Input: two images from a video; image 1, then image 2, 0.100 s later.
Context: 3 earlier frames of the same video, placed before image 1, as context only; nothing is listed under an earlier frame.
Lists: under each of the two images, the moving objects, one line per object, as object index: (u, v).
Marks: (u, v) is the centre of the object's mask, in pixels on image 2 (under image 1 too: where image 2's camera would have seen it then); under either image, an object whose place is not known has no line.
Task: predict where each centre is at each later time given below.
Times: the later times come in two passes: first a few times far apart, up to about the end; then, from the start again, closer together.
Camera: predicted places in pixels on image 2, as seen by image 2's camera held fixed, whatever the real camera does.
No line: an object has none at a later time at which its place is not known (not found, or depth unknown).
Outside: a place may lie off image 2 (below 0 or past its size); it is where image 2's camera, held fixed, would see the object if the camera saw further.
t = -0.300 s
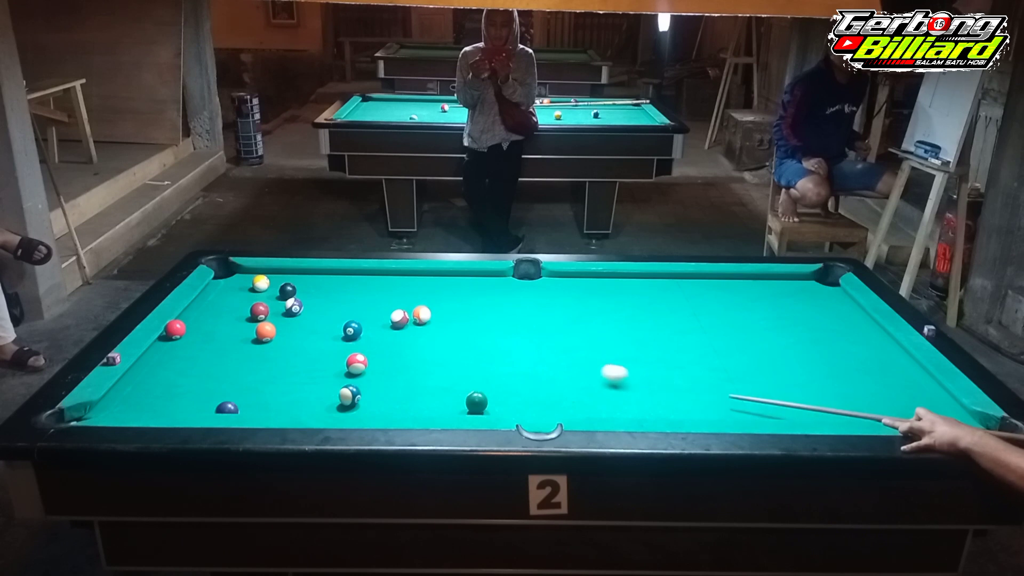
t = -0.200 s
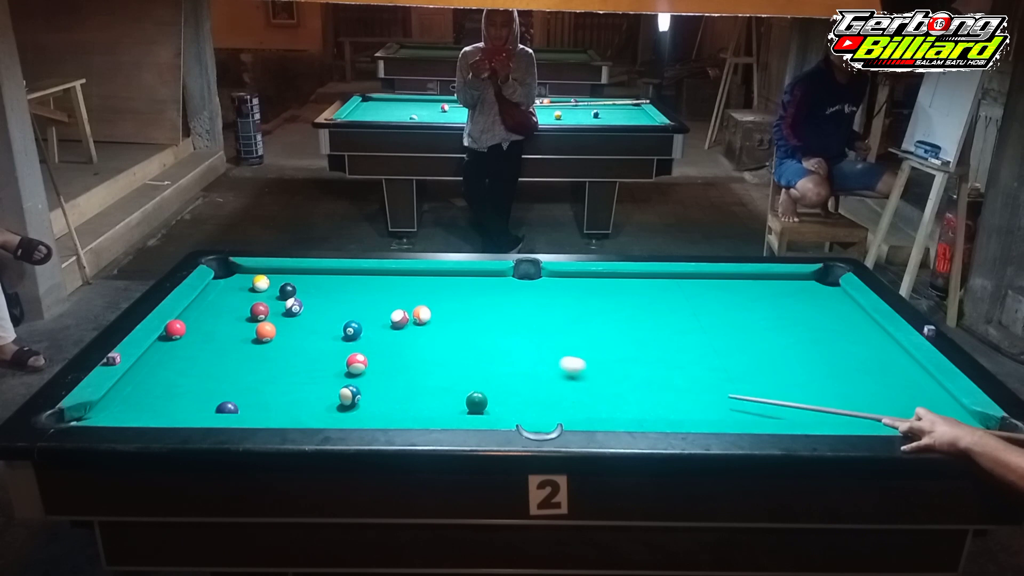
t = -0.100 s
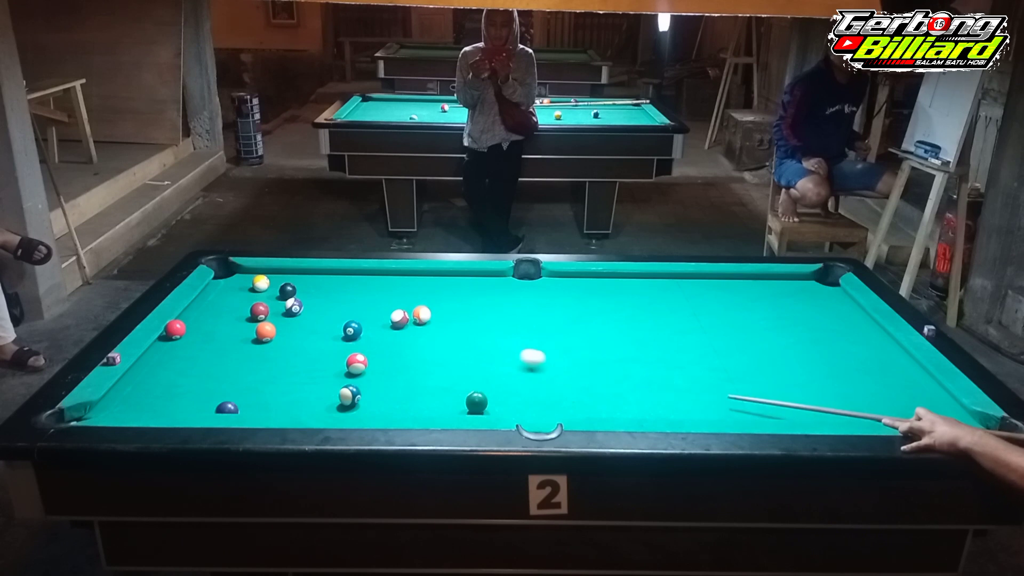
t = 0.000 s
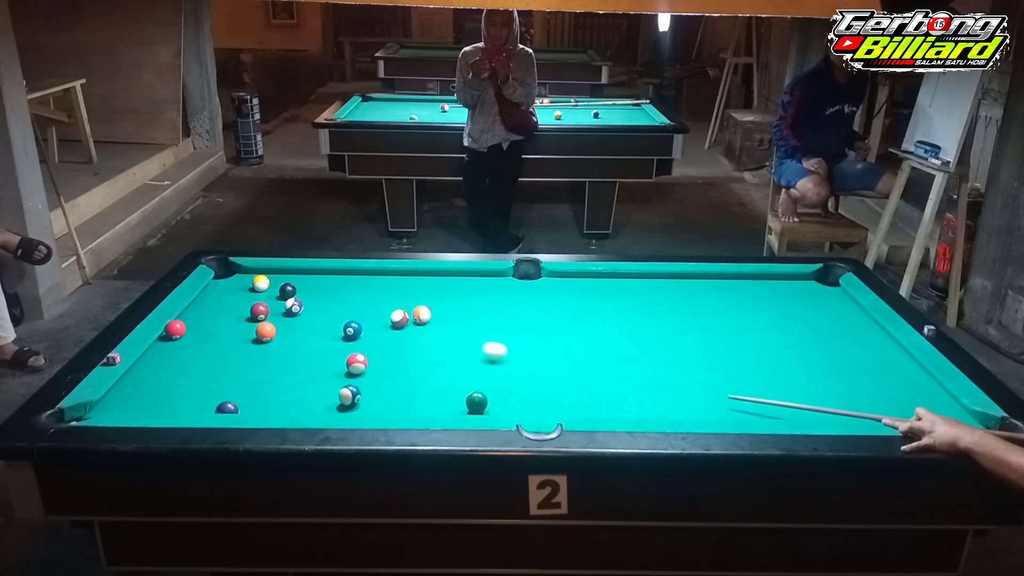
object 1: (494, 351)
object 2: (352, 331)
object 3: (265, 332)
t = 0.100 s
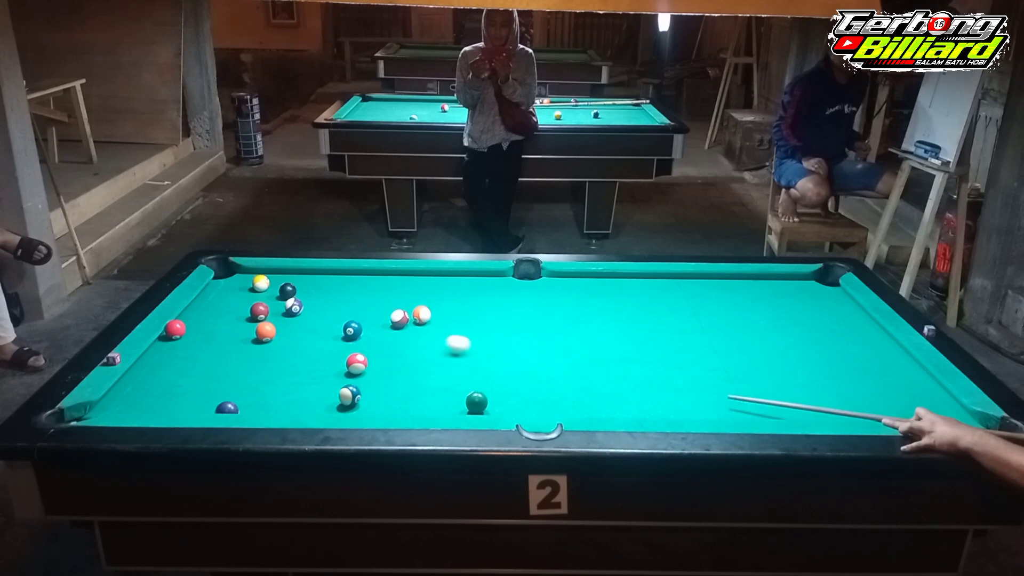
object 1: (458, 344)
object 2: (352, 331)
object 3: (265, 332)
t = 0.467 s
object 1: (367, 322)
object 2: (325, 331)
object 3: (265, 332)
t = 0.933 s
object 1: (341, 297)
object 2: (276, 330)
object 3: (233, 334)
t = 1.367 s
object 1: (322, 278)
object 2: (265, 330)
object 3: (185, 337)
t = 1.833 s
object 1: (302, 279)
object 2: (262, 329)
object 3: (185, 339)
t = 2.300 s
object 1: (281, 283)
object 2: (262, 329)
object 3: (206, 341)
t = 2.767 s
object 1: (271, 288)
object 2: (262, 329)
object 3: (218, 341)
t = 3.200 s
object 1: (268, 288)
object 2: (262, 329)
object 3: (219, 341)
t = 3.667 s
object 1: (268, 288)
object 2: (262, 329)
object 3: (219, 341)
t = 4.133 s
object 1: (269, 288)
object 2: (263, 329)
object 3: (219, 341)
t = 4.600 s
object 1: (268, 288)
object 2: (262, 329)
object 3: (219, 341)
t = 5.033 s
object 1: (268, 288)
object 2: (262, 329)
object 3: (219, 341)
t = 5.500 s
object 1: (268, 288)
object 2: (262, 329)
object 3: (219, 341)
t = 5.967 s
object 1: (269, 288)
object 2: (262, 328)
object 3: (219, 341)
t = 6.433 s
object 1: (269, 288)
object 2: (263, 328)
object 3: (219, 341)
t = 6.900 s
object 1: (269, 288)
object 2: (263, 328)
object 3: (219, 341)
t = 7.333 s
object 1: (268, 288)
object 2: (262, 329)
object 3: (219, 341)
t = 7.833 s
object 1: (268, 288)
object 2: (262, 329)
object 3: (219, 341)
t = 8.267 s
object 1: (268, 288)
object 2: (262, 329)
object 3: (219, 341)
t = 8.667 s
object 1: (268, 288)
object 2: (262, 329)
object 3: (219, 341)
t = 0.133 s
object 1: (446, 342)
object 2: (352, 331)
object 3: (265, 332)
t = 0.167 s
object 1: (434, 340)
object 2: (352, 331)
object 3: (265, 332)
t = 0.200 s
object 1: (423, 338)
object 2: (352, 331)
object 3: (265, 332)
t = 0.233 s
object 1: (411, 336)
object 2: (352, 331)
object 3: (265, 332)
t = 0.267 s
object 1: (400, 334)
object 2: (352, 331)
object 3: (265, 332)
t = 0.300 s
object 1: (388, 332)
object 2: (352, 331)
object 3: (265, 332)
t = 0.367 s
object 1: (372, 328)
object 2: (348, 331)
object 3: (265, 332)
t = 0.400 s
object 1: (371, 326)
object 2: (339, 332)
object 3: (265, 332)
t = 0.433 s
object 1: (369, 324)
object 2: (332, 331)
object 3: (265, 332)
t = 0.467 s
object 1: (367, 322)
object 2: (325, 331)
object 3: (265, 332)
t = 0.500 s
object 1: (365, 320)
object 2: (319, 332)
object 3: (265, 332)
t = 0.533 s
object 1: (363, 318)
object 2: (312, 332)
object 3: (265, 332)
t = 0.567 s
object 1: (361, 316)
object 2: (305, 332)
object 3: (265, 332)
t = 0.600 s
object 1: (359, 314)
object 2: (299, 332)
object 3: (265, 332)
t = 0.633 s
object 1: (357, 312)
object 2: (292, 332)
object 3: (265, 332)
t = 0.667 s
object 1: (355, 310)
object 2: (285, 332)
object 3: (265, 332)
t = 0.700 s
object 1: (353, 309)
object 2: (284, 331)
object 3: (261, 332)
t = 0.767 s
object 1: (350, 305)
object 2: (281, 331)
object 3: (253, 333)
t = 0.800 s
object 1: (348, 303)
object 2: (280, 331)
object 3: (249, 332)
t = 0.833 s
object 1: (346, 302)
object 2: (279, 331)
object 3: (245, 333)
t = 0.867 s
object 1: (344, 300)
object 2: (278, 331)
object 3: (241, 333)
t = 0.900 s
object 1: (343, 298)
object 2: (277, 330)
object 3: (237, 333)
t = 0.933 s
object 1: (341, 297)
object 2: (276, 330)
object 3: (233, 334)
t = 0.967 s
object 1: (339, 295)
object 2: (275, 330)
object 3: (229, 334)
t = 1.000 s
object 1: (338, 293)
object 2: (274, 330)
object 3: (225, 334)
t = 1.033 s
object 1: (336, 292)
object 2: (273, 330)
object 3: (221, 334)
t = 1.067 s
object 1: (335, 291)
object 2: (272, 330)
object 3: (218, 334)
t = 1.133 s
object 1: (332, 288)
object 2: (270, 330)
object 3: (210, 335)
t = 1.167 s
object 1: (330, 286)
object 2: (269, 329)
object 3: (206, 335)
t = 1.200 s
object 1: (329, 285)
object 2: (269, 329)
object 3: (203, 335)
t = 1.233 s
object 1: (328, 283)
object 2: (268, 329)
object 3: (199, 336)
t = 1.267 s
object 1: (326, 282)
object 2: (267, 329)
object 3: (196, 336)
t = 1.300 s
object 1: (325, 281)
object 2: (266, 329)
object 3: (193, 336)
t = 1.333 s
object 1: (324, 279)
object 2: (266, 329)
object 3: (189, 337)
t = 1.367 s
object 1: (322, 278)
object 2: (265, 330)
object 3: (185, 337)
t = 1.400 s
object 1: (321, 277)
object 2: (264, 330)
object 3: (182, 337)
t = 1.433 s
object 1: (320, 275)
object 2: (264, 329)
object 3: (178, 337)
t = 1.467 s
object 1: (319, 274)
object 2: (264, 329)
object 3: (175, 338)
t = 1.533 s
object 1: (316, 273)
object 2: (263, 329)
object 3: (168, 338)
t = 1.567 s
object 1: (315, 274)
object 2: (263, 329)
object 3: (168, 338)
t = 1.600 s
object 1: (313, 274)
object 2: (263, 329)
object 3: (171, 338)
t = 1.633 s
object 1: (311, 275)
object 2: (263, 329)
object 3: (173, 339)
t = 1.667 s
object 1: (310, 276)
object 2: (262, 329)
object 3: (175, 339)
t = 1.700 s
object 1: (308, 277)
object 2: (262, 329)
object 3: (177, 339)
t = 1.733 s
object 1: (307, 277)
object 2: (262, 329)
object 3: (179, 339)
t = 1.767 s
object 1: (305, 278)
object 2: (262, 329)
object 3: (181, 339)
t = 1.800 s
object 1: (304, 279)
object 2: (262, 329)
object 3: (183, 339)
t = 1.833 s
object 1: (302, 279)
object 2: (262, 329)
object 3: (185, 339)
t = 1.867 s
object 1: (301, 280)
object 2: (262, 329)
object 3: (187, 340)
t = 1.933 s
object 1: (298, 281)
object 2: (262, 329)
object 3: (190, 340)
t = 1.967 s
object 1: (297, 281)
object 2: (262, 329)
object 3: (192, 340)
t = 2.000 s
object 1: (296, 281)
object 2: (262, 329)
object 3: (193, 340)
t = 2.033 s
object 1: (295, 281)
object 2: (262, 329)
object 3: (195, 340)
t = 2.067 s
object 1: (293, 281)
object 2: (262, 329)
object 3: (196, 341)
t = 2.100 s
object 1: (292, 282)
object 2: (262, 329)
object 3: (198, 341)
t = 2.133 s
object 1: (290, 281)
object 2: (262, 329)
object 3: (199, 341)
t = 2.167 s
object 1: (288, 281)
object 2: (262, 329)
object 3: (201, 341)
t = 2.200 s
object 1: (286, 282)
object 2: (262, 329)
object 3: (202, 341)
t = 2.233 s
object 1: (284, 282)
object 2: (262, 329)
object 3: (203, 341)
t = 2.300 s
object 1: (281, 283)
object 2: (262, 329)
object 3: (206, 341)
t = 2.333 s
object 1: (280, 284)
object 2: (262, 329)
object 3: (207, 341)
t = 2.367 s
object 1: (279, 285)
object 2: (262, 329)
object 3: (208, 341)
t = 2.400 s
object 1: (278, 285)
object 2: (262, 329)
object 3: (209, 341)
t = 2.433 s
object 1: (277, 285)
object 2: (262, 329)
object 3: (210, 341)
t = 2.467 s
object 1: (276, 286)
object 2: (262, 329)
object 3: (211, 341)
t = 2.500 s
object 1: (275, 286)
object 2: (262, 329)
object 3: (212, 341)
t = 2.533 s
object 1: (275, 286)
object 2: (262, 329)
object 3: (213, 341)
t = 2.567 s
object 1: (274, 286)
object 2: (262, 329)
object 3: (214, 341)
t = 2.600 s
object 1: (274, 287)
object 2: (262, 329)
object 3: (215, 341)
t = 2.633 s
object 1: (273, 287)
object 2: (262, 329)
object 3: (215, 341)
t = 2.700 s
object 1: (272, 287)
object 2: (262, 329)
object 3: (217, 341)
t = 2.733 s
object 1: (271, 287)
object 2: (262, 329)
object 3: (217, 341)
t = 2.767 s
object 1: (271, 288)
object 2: (262, 329)
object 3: (218, 341)
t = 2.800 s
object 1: (270, 288)
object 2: (262, 329)
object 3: (218, 341)
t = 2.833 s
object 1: (270, 288)
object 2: (262, 329)
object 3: (219, 341)
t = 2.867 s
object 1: (269, 288)
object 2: (262, 329)
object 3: (219, 341)
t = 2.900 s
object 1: (269, 288)
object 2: (262, 329)
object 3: (219, 341)
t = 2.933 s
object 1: (268, 288)
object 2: (262, 329)
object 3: (219, 341)
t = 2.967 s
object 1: (268, 288)
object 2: (262, 329)
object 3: (220, 341)
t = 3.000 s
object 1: (268, 288)
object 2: (262, 329)
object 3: (220, 341)
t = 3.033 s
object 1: (268, 288)
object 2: (262, 329)
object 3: (220, 341)
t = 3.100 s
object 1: (268, 288)
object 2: (262, 329)
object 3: (220, 341)
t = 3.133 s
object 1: (267, 288)
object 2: (262, 329)
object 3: (220, 341)
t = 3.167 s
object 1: (267, 288)
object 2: (262, 329)
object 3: (220, 341)
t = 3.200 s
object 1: (268, 288)
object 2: (262, 329)
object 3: (219, 341)
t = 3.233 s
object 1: (268, 288)
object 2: (262, 329)
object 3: (219, 341)
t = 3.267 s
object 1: (268, 288)
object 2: (262, 329)
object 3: (219, 341)
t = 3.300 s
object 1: (268, 288)
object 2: (262, 329)
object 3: (219, 341)
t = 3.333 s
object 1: (268, 288)
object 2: (262, 329)
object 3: (219, 341)
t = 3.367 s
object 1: (269, 288)
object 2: (262, 329)
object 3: (219, 341)
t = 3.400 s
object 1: (269, 288)
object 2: (262, 329)
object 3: (219, 341)
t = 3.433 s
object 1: (269, 288)
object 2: (262, 329)
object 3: (219, 341)
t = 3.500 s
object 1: (269, 288)
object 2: (262, 329)
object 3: (219, 341)
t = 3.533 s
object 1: (268, 288)
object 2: (262, 329)
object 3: (219, 341)
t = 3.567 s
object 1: (268, 288)
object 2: (262, 329)
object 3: (219, 341)
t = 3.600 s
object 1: (268, 288)
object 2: (262, 329)
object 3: (219, 341)
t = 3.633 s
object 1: (268, 288)
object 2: (262, 329)
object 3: (219, 341)
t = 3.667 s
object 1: (268, 288)
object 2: (262, 329)
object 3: (219, 341)
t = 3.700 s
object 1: (268, 288)
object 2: (262, 329)
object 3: (219, 341)
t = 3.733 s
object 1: (268, 288)
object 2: (262, 329)
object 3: (219, 341)
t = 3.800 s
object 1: (268, 288)
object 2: (262, 329)
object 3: (219, 341)
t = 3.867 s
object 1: (268, 288)
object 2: (263, 329)
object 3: (219, 341)
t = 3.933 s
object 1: (269, 288)
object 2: (262, 329)
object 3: (219, 341)
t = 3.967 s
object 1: (269, 288)
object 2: (263, 329)
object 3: (219, 341)
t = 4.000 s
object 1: (269, 288)
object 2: (263, 329)
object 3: (219, 341)
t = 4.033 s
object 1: (269, 288)
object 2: (263, 329)
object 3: (219, 341)
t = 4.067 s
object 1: (269, 288)
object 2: (262, 329)
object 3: (219, 341)
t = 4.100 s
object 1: (269, 288)
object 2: (262, 329)
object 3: (219, 341)
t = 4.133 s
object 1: (269, 288)
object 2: (263, 329)
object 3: (219, 341)
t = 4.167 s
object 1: (269, 288)
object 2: (263, 329)
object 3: (219, 341)
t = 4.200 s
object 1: (269, 288)
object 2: (263, 329)
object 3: (219, 341)
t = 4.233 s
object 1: (268, 288)
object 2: (263, 329)
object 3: (219, 341)
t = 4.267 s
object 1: (268, 288)
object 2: (262, 329)
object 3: (219, 341)
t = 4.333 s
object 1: (268, 288)
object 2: (262, 329)
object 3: (219, 341)
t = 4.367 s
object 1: (268, 288)
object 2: (263, 329)
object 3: (219, 341)
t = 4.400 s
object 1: (268, 288)
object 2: (263, 329)
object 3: (219, 341)
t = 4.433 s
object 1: (268, 288)
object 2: (263, 329)
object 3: (219, 341)
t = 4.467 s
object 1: (268, 288)
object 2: (262, 329)
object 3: (219, 341)
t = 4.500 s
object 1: (268, 288)
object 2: (263, 329)
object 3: (219, 341)
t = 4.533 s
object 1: (268, 288)
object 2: (262, 329)
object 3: (219, 341)
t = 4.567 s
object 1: (268, 288)
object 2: (262, 329)
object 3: (219, 341)
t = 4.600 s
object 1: (268, 288)
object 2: (262, 329)
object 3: (219, 341)
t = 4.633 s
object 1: (268, 288)
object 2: (262, 329)
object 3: (219, 341)
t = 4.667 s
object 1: (268, 288)
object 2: (263, 329)
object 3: (219, 341)
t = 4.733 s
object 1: (268, 288)
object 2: (263, 329)
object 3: (219, 341)
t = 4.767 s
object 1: (268, 288)
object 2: (262, 329)
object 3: (219, 341)
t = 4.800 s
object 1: (268, 288)
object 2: (262, 329)
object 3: (219, 341)
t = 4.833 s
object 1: (268, 288)
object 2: (262, 329)
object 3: (219, 341)
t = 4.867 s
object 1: (268, 288)
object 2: (262, 329)
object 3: (219, 341)
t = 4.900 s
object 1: (268, 288)
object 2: (262, 329)
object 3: (219, 341)
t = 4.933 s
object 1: (268, 288)
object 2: (262, 329)
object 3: (219, 341)
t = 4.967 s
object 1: (268, 288)
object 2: (262, 329)
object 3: (219, 341)
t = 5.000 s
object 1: (268, 288)
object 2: (262, 329)
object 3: (219, 341)
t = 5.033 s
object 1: (268, 288)
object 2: (262, 329)
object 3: (219, 341)
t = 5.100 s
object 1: (268, 288)
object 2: (262, 329)
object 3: (219, 341)
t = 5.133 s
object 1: (269, 288)
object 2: (262, 329)
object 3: (219, 341)
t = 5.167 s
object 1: (268, 288)
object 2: (262, 329)
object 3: (219, 341)
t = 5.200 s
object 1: (268, 288)
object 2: (263, 329)
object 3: (219, 341)
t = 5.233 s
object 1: (268, 288)
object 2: (263, 329)
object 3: (219, 341)
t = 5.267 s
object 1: (269, 288)
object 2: (263, 329)
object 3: (219, 341)
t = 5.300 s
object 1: (268, 288)
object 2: (262, 329)
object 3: (219, 341)
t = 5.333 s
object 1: (269, 288)
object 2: (263, 329)
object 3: (219, 341)
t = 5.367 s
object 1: (268, 288)
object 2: (263, 329)
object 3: (219, 341)
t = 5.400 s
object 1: (269, 288)
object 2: (263, 329)
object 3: (219, 341)
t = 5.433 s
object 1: (268, 288)
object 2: (263, 329)
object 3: (219, 341)
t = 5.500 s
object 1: (268, 288)
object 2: (262, 329)
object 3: (219, 341)
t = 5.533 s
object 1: (268, 288)
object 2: (262, 329)
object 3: (219, 341)
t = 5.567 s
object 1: (268, 288)
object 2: (262, 329)
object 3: (219, 341)
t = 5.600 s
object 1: (269, 288)
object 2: (262, 329)
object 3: (219, 341)
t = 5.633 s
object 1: (268, 288)
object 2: (262, 329)
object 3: (219, 341)
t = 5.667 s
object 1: (268, 288)
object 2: (262, 329)
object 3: (219, 341)
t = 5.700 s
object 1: (269, 288)
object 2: (262, 329)
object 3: (219, 341)
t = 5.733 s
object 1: (268, 288)
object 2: (262, 329)
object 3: (219, 341)
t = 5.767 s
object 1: (269, 288)
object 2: (262, 329)
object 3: (219, 341)
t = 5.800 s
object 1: (269, 288)
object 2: (262, 329)
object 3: (219, 341)
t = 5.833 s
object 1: (269, 288)
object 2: (262, 329)
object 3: (219, 341)
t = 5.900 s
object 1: (269, 288)
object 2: (262, 328)
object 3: (219, 341)
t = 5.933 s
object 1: (269, 288)
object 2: (262, 328)
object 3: (219, 341)
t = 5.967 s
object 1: (269, 288)
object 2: (262, 328)
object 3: (219, 341)
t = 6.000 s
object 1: (269, 288)
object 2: (262, 328)
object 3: (219, 341)
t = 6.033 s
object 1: (269, 288)
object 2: (262, 328)
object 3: (219, 341)
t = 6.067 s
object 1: (269, 288)
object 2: (262, 329)
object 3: (219, 341)
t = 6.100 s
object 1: (269, 288)
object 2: (262, 329)
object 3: (219, 341)
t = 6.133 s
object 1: (269, 288)
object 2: (262, 329)
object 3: (219, 341)
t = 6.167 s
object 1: (269, 288)
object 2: (262, 328)
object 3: (219, 341)
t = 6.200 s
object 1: (269, 288)
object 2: (262, 328)
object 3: (219, 341)
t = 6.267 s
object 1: (269, 288)
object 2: (263, 328)
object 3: (219, 341)
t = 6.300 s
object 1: (269, 288)
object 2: (263, 328)
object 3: (219, 341)
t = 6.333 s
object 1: (269, 288)
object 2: (263, 328)
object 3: (219, 341)
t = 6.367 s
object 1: (269, 288)
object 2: (263, 328)
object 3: (219, 341)
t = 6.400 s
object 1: (269, 288)
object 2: (263, 328)
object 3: (219, 341)
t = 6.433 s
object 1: (269, 288)
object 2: (263, 328)
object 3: (219, 341)
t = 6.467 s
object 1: (269, 288)
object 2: (263, 328)
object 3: (219, 341)
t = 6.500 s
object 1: (269, 288)
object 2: (263, 328)
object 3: (219, 341)
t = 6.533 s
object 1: (269, 288)
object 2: (263, 328)
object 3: (219, 341)
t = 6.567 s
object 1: (269, 288)
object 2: (263, 328)
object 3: (219, 341)
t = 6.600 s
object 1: (269, 288)
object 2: (263, 328)
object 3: (219, 341)
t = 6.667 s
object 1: (269, 288)
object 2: (263, 328)
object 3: (219, 341)
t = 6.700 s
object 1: (269, 288)
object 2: (263, 328)
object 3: (219, 341)
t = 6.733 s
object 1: (269, 288)
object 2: (263, 328)
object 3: (219, 341)
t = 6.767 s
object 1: (269, 288)
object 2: (263, 328)
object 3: (219, 341)
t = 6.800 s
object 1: (269, 288)
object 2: (263, 328)
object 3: (219, 341)
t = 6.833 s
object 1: (269, 288)
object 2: (263, 328)
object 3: (219, 341)
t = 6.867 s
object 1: (269, 288)
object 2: (263, 328)
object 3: (219, 341)
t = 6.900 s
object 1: (269, 288)
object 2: (263, 328)
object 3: (219, 341)
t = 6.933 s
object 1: (269, 288)
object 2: (263, 328)
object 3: (219, 341)
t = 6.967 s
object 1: (269, 288)
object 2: (263, 328)
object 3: (219, 341)
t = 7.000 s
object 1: (269, 288)
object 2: (263, 328)
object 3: (219, 341)
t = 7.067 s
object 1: (269, 288)
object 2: (263, 328)
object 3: (219, 341)
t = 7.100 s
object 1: (269, 288)
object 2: (263, 328)
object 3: (219, 341)
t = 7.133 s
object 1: (269, 288)
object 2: (263, 328)
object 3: (219, 341)
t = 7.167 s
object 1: (269, 288)
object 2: (263, 328)
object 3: (219, 341)
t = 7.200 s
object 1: (269, 288)
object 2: (263, 328)
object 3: (219, 341)
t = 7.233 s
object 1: (268, 288)
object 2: (262, 328)
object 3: (219, 341)
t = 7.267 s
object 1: (268, 288)
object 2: (262, 329)
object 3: (219, 341)
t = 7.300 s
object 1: (269, 288)
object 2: (262, 329)
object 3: (219, 341)
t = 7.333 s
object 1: (268, 288)
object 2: (262, 329)
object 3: (219, 341)
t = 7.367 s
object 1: (268, 288)
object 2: (262, 329)
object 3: (219, 341)
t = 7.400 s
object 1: (268, 288)
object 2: (262, 329)
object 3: (219, 341)
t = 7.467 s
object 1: (268, 288)
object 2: (262, 329)
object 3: (219, 341)
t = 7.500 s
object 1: (268, 288)
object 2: (262, 329)
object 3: (219, 341)
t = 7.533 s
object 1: (268, 288)
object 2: (262, 329)
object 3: (219, 341)
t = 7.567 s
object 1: (268, 288)
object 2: (262, 329)
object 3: (219, 341)
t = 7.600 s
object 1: (268, 288)
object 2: (262, 329)
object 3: (219, 341)
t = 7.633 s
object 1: (268, 288)
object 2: (262, 329)
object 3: (219, 341)
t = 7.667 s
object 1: (268, 288)
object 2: (262, 329)
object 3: (219, 341)
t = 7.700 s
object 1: (268, 288)
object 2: (262, 329)
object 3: (219, 341)
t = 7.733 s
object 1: (269, 288)
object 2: (262, 329)
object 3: (219, 341)
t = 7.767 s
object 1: (269, 288)
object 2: (262, 329)
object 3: (219, 341)
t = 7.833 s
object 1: (268, 288)
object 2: (262, 329)
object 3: (219, 341)
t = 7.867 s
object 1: (268, 288)
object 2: (262, 329)
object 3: (219, 341)
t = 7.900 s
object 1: (268, 288)
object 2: (262, 329)
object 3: (219, 341)
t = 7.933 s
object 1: (268, 288)
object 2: (262, 329)
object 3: (219, 341)
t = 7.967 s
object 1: (268, 288)
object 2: (262, 329)
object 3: (219, 341)
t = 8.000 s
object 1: (268, 288)
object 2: (262, 329)
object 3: (219, 341)
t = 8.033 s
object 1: (268, 288)
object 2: (262, 329)
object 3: (219, 341)
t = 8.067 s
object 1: (268, 288)
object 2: (262, 329)
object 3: (219, 341)
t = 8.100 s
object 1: (268, 288)
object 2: (262, 329)
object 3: (219, 341)
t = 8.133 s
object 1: (268, 288)
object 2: (262, 329)
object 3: (219, 341)
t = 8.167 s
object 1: (268, 288)
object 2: (262, 329)
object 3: (219, 341)
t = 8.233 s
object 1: (268, 288)
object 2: (262, 329)
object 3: (219, 341)
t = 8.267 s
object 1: (268, 288)
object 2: (262, 329)
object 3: (219, 341)
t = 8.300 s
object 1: (268, 288)
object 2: (262, 329)
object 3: (219, 341)
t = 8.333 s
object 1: (268, 288)
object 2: (262, 329)
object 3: (219, 341)
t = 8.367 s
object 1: (268, 288)
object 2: (262, 329)
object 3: (219, 341)
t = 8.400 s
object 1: (268, 288)
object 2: (262, 329)
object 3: (219, 341)
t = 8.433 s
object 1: (268, 288)
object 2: (262, 329)
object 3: (219, 341)
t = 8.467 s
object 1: (268, 288)
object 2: (262, 329)
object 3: (219, 341)
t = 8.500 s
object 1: (268, 288)
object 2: (262, 329)
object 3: (219, 341)
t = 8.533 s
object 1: (268, 288)
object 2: (262, 329)
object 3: (219, 341)
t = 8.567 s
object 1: (268, 288)
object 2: (262, 329)
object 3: (219, 341)
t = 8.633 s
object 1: (268, 288)
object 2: (262, 329)
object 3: (219, 341)
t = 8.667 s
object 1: (268, 288)
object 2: (262, 329)
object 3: (219, 341)
